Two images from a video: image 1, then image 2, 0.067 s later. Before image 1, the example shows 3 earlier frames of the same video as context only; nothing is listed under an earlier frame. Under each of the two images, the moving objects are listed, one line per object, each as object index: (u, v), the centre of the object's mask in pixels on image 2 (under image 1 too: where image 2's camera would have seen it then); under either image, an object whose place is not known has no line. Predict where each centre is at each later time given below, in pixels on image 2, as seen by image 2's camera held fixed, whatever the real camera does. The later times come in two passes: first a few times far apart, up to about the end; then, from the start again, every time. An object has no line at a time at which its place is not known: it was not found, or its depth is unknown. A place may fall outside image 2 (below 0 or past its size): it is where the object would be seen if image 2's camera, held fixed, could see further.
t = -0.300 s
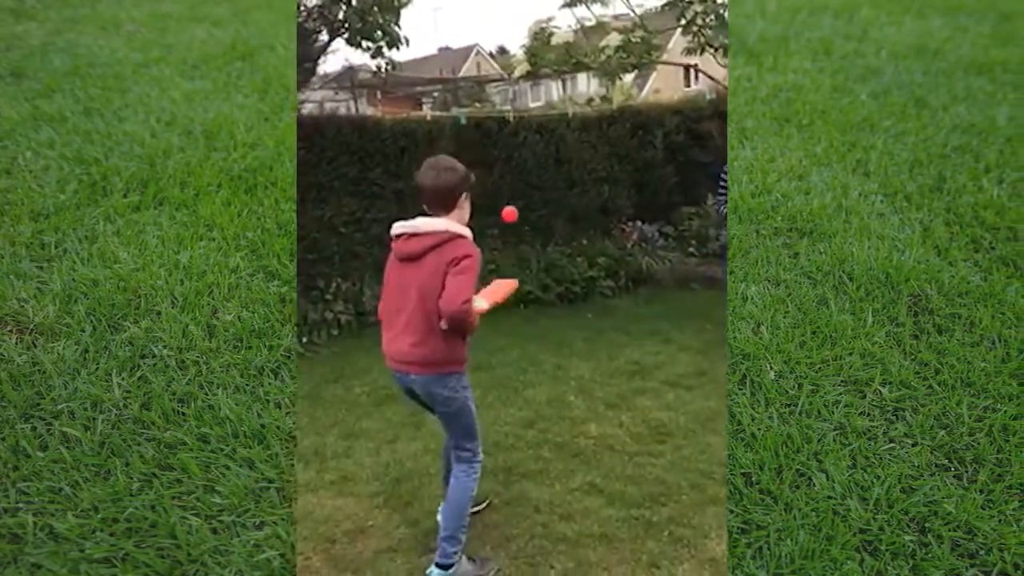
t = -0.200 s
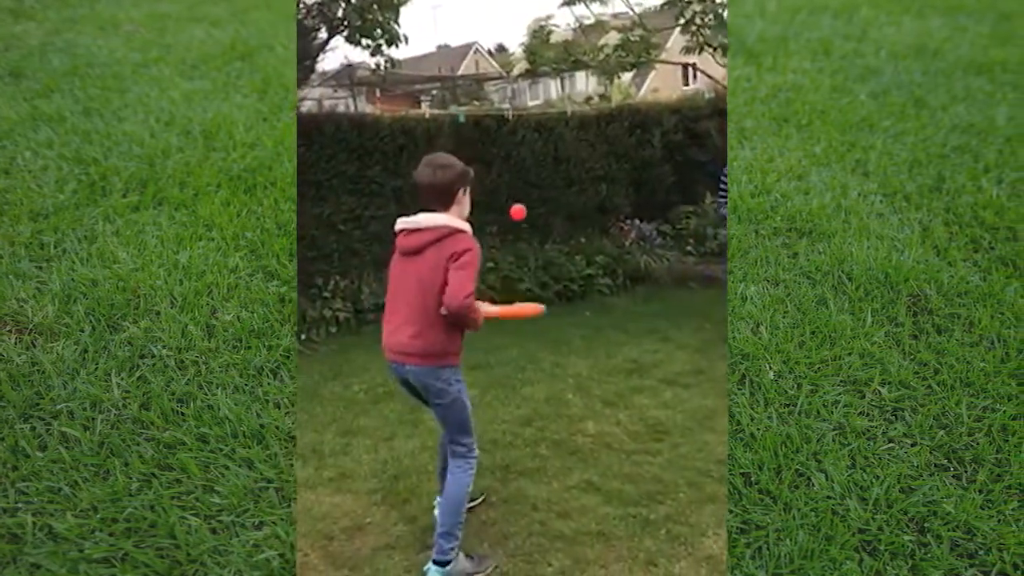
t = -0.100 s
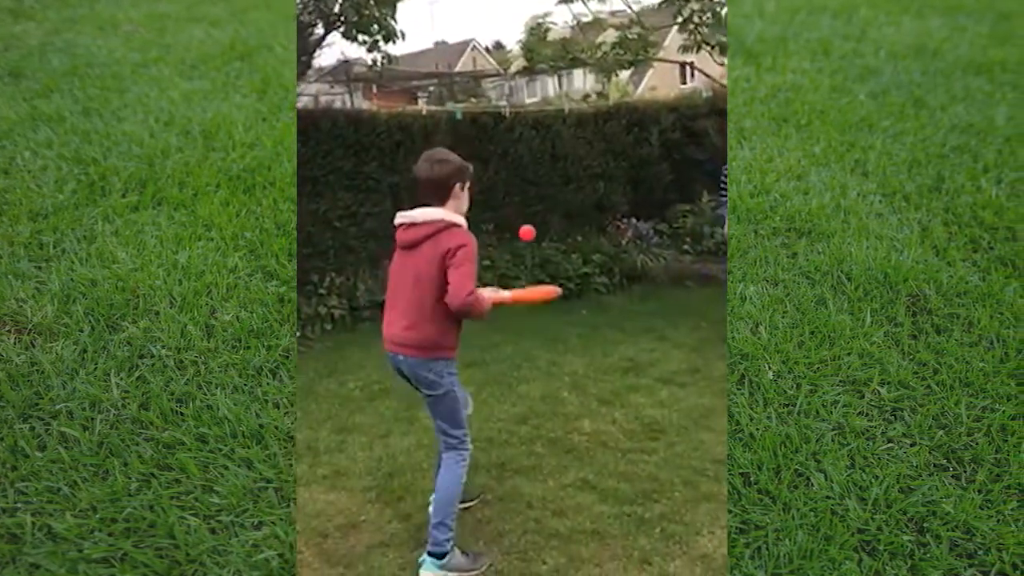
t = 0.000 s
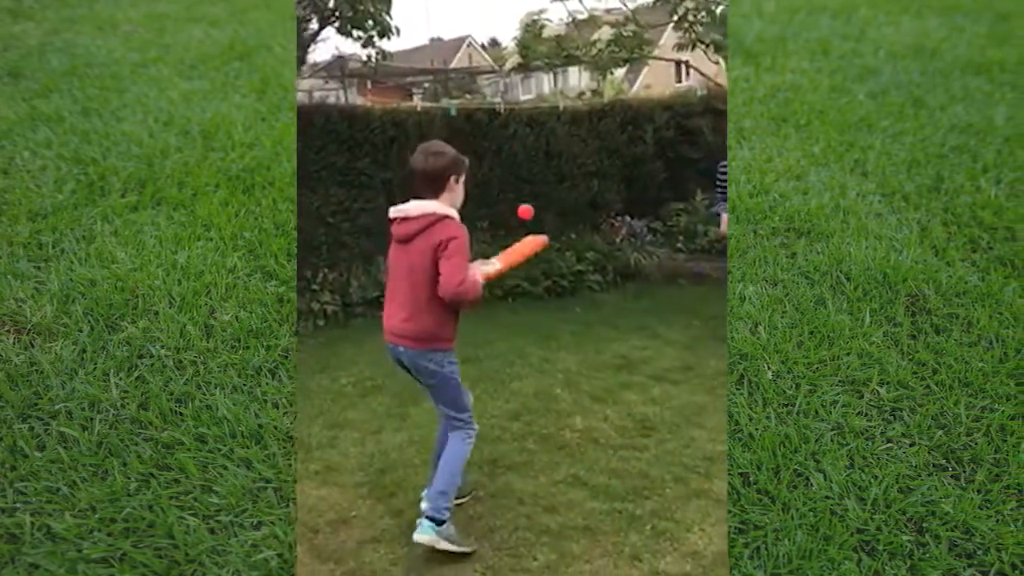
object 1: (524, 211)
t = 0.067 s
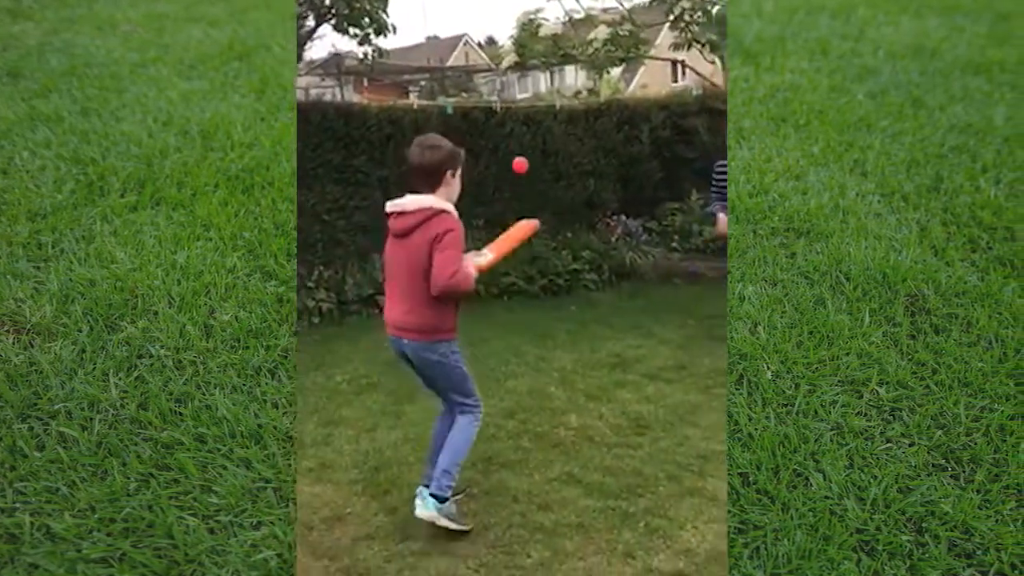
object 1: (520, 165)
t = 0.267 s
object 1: (511, 88)
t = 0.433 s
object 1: (514, 100)
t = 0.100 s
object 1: (518, 145)
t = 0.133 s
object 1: (516, 129)
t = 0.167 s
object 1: (515, 115)
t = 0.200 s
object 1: (514, 104)
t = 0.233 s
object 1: (512, 96)
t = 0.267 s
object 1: (511, 88)
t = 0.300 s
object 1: (510, 88)
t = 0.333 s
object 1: (509, 87)
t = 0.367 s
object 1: (511, 88)
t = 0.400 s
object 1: (513, 93)
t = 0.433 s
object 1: (514, 100)
